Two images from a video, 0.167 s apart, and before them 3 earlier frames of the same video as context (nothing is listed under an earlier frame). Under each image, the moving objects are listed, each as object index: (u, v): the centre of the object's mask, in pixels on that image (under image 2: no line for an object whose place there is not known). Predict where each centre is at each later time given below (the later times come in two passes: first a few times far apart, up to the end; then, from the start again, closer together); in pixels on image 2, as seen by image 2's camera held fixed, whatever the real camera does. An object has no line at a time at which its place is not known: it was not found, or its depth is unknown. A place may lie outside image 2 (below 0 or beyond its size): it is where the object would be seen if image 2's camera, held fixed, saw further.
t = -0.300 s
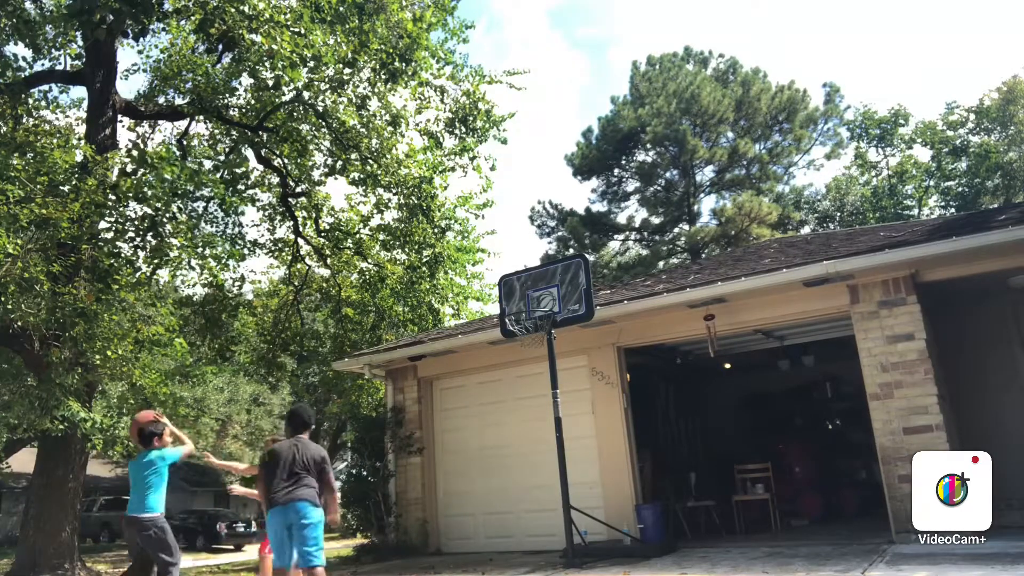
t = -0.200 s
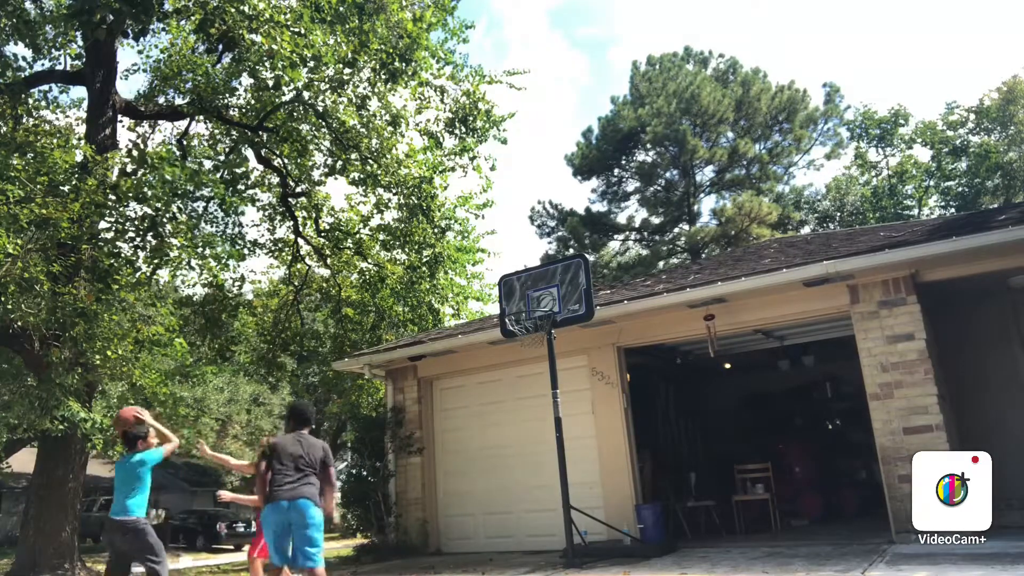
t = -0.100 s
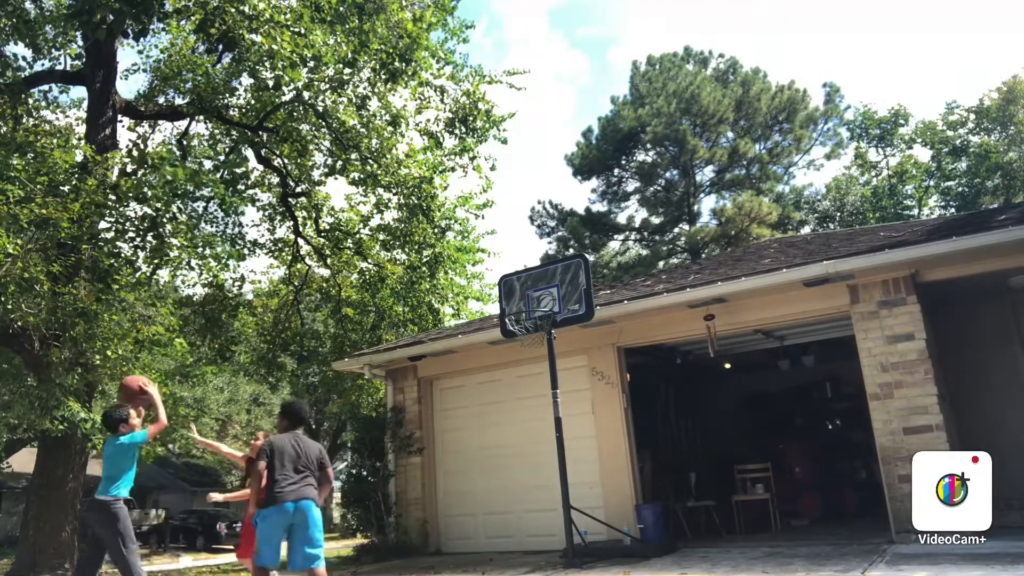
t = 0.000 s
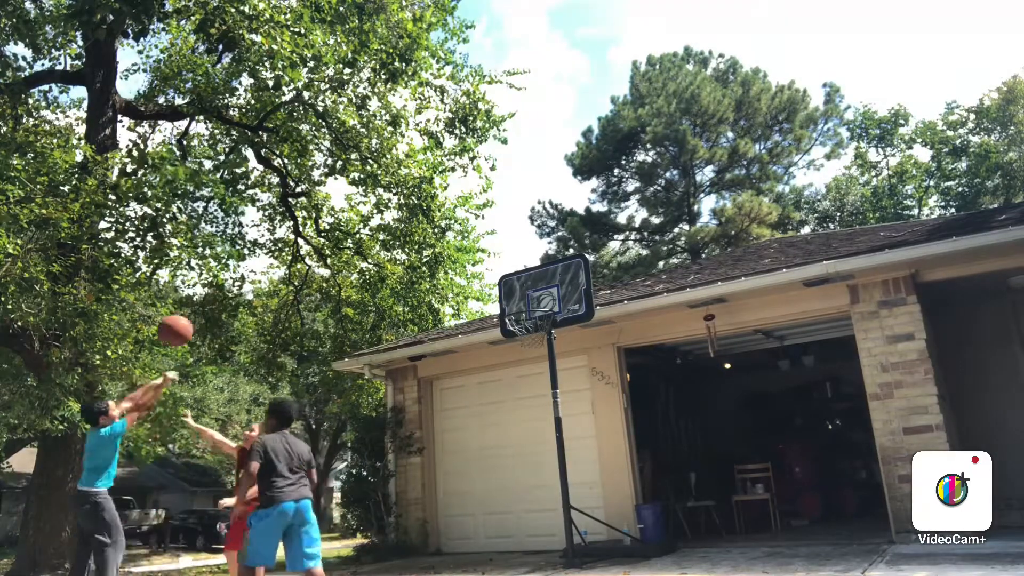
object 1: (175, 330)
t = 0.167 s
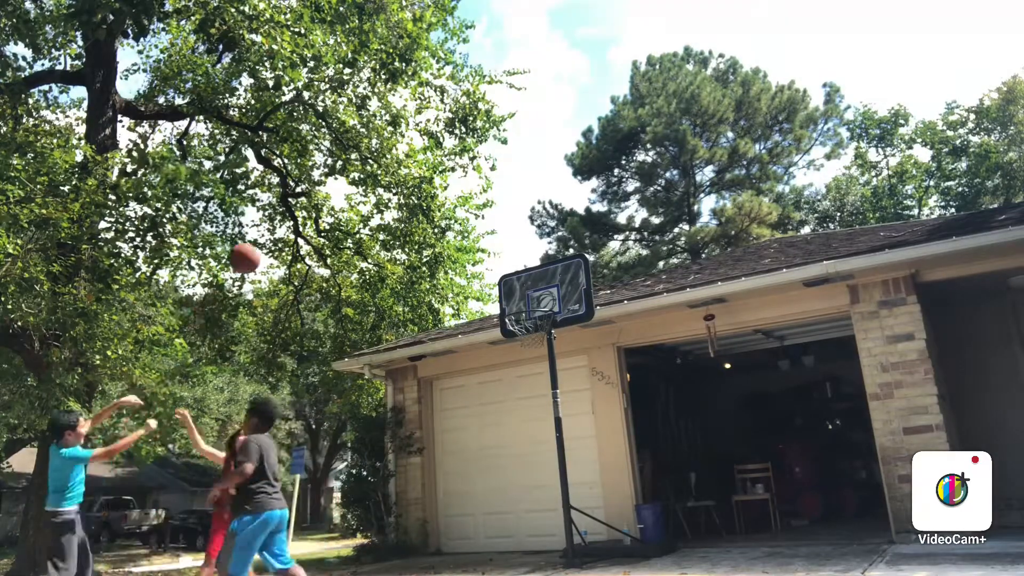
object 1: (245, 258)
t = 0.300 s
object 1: (295, 228)
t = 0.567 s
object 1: (387, 229)
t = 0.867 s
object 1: (486, 323)
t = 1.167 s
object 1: (593, 526)
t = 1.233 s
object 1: (609, 547)
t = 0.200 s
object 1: (257, 249)
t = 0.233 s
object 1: (270, 241)
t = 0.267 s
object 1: (283, 233)
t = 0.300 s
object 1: (295, 228)
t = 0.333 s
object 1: (307, 224)
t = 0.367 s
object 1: (319, 221)
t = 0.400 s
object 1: (330, 219)
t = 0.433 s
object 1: (342, 219)
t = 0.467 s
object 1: (353, 220)
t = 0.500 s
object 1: (365, 222)
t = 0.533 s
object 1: (376, 225)
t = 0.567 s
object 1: (387, 229)
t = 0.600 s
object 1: (398, 234)
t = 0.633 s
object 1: (410, 242)
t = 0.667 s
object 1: (421, 249)
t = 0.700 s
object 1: (431, 259)
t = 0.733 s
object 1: (443, 269)
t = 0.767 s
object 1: (454, 281)
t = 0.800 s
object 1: (465, 294)
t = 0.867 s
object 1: (486, 323)
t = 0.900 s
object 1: (498, 339)
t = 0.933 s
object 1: (510, 357)
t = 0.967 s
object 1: (521, 376)
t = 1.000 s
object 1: (532, 397)
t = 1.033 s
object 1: (543, 420)
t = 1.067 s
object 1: (556, 444)
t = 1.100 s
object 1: (567, 469)
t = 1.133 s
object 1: (580, 497)
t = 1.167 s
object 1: (593, 526)
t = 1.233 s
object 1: (609, 547)
